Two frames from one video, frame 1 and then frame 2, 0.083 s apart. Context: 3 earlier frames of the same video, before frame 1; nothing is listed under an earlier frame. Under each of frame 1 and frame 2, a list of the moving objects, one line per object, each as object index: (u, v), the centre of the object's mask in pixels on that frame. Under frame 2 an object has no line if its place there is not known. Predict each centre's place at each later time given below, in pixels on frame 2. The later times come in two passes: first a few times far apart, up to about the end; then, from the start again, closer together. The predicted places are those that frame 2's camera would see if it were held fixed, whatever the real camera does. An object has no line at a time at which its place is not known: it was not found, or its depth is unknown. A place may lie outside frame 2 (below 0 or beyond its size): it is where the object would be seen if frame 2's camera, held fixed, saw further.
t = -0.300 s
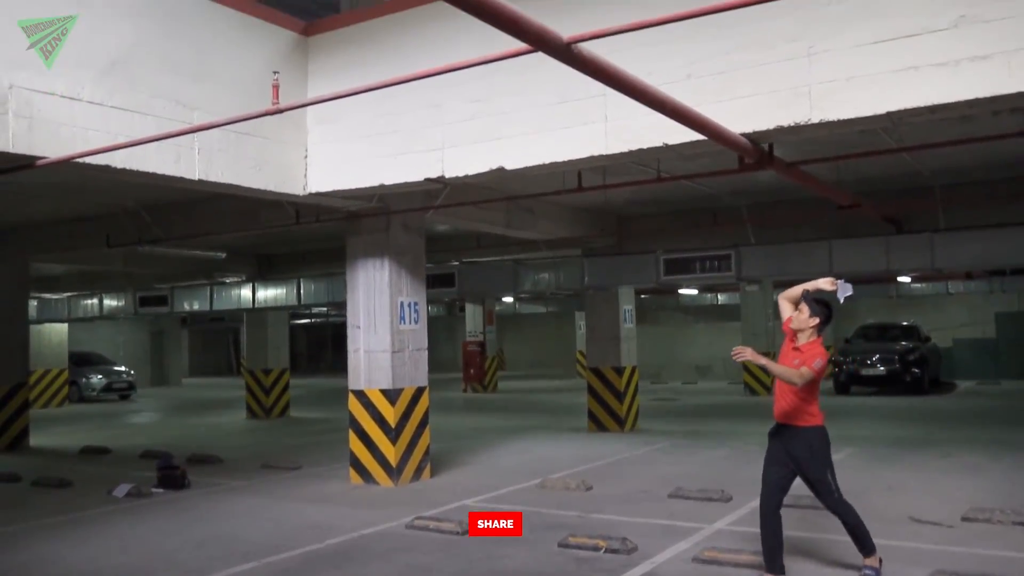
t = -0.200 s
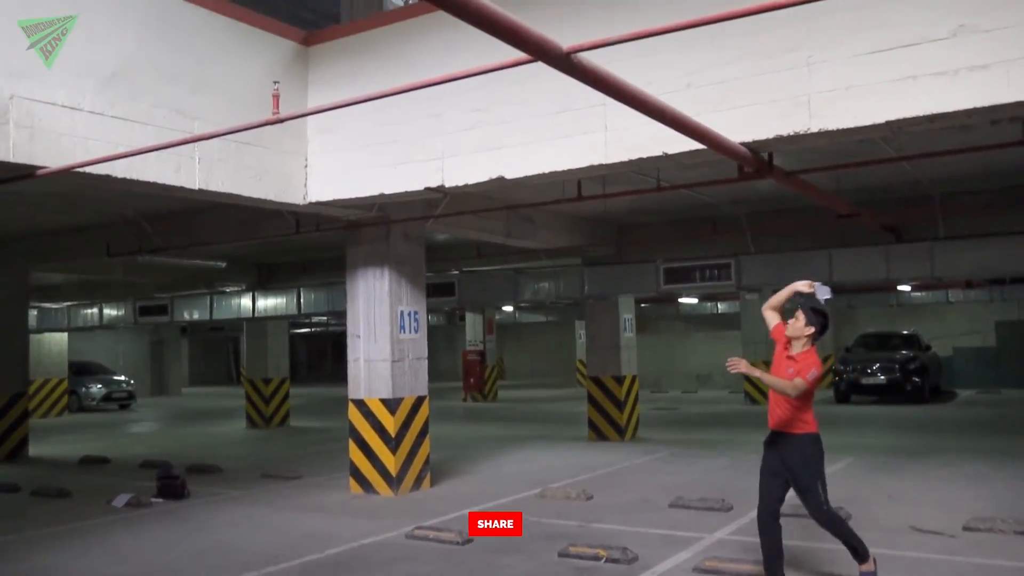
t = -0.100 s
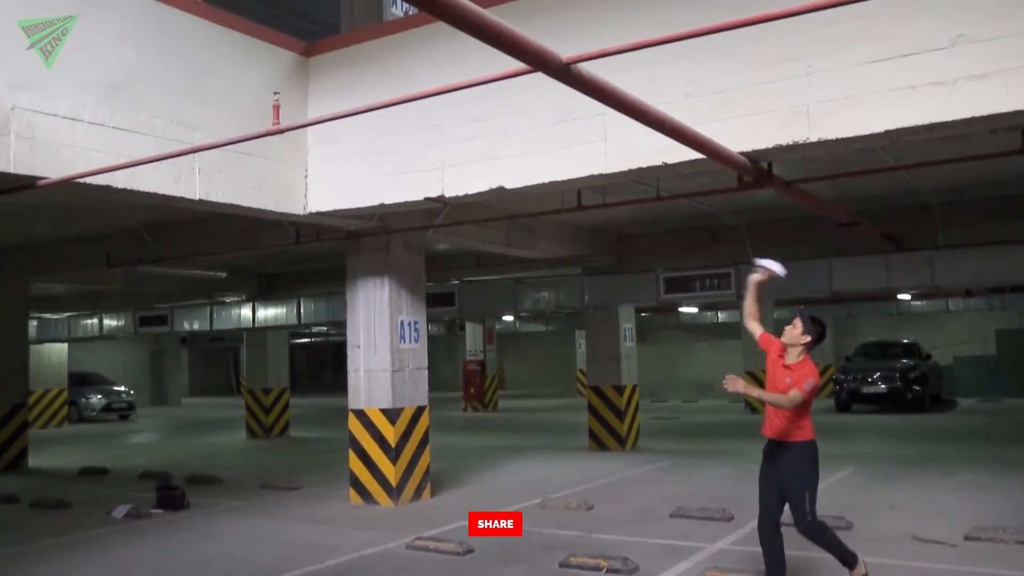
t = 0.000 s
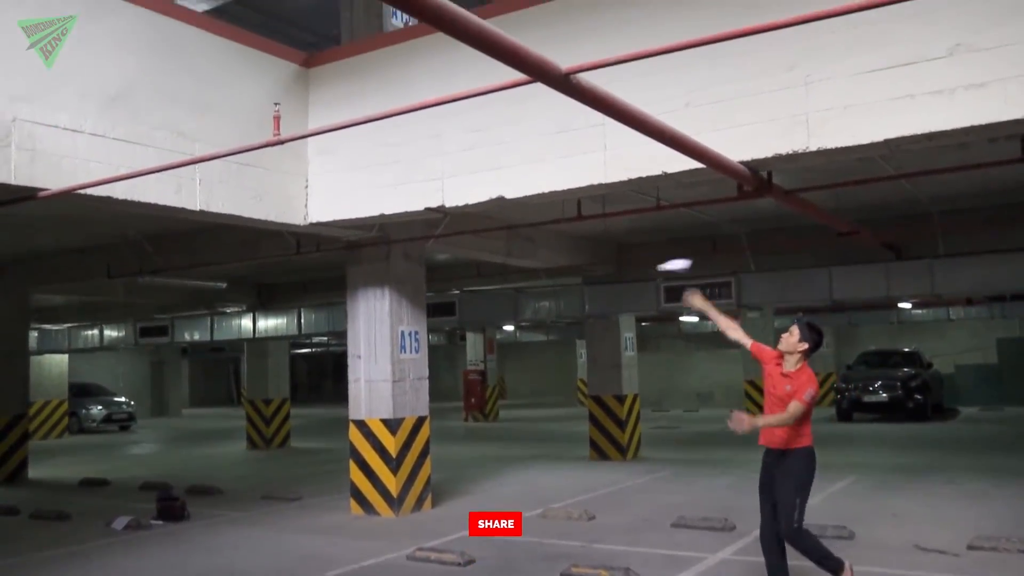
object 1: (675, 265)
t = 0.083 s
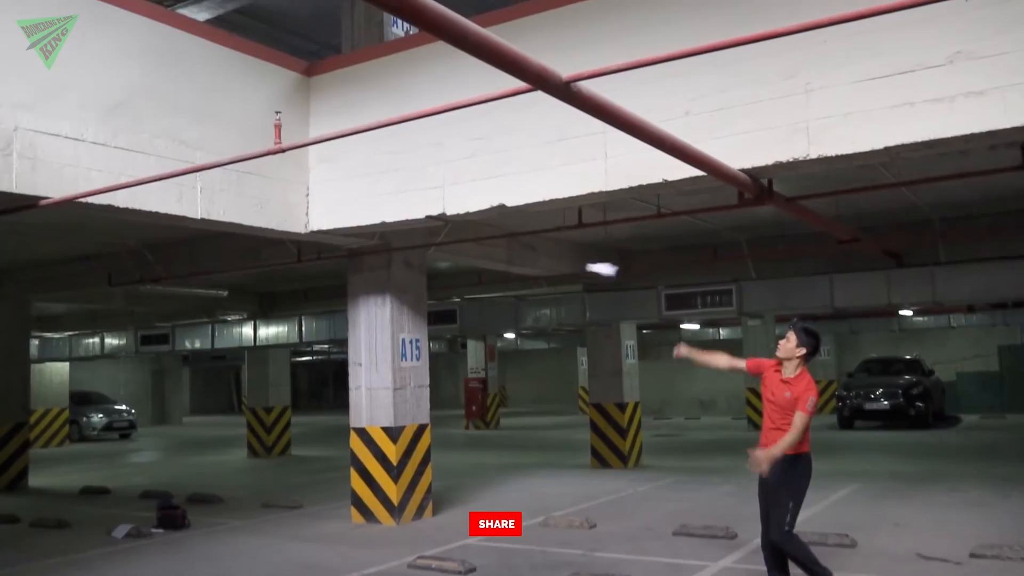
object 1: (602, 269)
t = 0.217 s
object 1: (512, 245)
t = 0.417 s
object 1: (419, 202)
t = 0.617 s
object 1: (337, 152)
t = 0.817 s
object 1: (282, 106)
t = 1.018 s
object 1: (242, 66)
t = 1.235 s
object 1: (217, 35)
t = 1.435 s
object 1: (209, 21)
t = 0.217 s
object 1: (512, 245)
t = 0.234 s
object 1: (504, 241)
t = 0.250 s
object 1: (495, 237)
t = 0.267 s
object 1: (487, 233)
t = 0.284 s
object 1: (479, 229)
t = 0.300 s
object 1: (471, 225)
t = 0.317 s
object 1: (463, 222)
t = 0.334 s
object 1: (455, 218)
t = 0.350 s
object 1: (448, 216)
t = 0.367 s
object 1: (439, 213)
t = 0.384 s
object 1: (433, 208)
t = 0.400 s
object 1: (426, 205)
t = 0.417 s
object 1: (419, 202)
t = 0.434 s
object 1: (407, 196)
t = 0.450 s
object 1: (401, 193)
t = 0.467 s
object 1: (394, 189)
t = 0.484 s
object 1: (385, 185)
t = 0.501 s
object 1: (379, 180)
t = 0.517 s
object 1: (372, 176)
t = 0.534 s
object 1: (365, 172)
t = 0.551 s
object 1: (360, 168)
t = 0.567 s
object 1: (354, 164)
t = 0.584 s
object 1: (348, 160)
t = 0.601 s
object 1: (343, 156)
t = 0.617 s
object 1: (337, 152)
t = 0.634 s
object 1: (333, 149)
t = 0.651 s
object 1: (329, 148)
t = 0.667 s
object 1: (320, 141)
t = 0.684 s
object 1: (316, 133)
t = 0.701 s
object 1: (311, 130)
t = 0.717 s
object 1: (307, 126)
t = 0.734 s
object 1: (303, 124)
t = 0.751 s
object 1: (299, 121)
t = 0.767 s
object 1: (294, 117)
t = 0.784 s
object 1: (290, 113)
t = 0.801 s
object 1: (285, 109)
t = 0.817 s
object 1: (282, 106)
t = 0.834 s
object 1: (278, 102)
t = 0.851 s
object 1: (276, 99)
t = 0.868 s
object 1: (272, 96)
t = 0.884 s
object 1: (268, 92)
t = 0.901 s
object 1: (264, 88)
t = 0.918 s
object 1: (261, 85)
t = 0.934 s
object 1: (257, 81)
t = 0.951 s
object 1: (254, 78)
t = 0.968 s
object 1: (251, 76)
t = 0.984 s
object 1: (248, 73)
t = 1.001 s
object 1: (245, 69)
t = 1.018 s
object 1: (242, 66)
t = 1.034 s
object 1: (239, 64)
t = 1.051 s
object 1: (237, 60)
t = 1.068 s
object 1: (234, 58)
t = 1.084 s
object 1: (232, 55)
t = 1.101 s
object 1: (230, 53)
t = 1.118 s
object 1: (228, 50)
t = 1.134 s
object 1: (226, 48)
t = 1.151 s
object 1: (224, 46)
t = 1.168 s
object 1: (222, 44)
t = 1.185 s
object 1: (221, 42)
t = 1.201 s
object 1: (219, 39)
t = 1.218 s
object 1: (218, 37)
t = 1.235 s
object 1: (217, 35)
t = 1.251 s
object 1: (215, 34)
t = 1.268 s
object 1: (214, 33)
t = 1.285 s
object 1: (213, 29)
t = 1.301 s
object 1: (212, 29)
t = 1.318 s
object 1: (212, 28)
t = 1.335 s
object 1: (211, 28)
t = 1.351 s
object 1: (211, 27)
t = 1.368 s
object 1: (210, 25)
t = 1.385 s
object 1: (210, 24)
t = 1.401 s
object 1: (209, 22)
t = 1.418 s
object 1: (209, 22)
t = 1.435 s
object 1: (209, 21)
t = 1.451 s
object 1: (209, 21)
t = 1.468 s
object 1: (209, 20)
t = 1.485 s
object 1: (209, 19)
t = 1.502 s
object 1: (210, 19)
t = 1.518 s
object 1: (211, 19)
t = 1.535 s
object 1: (211, 19)
